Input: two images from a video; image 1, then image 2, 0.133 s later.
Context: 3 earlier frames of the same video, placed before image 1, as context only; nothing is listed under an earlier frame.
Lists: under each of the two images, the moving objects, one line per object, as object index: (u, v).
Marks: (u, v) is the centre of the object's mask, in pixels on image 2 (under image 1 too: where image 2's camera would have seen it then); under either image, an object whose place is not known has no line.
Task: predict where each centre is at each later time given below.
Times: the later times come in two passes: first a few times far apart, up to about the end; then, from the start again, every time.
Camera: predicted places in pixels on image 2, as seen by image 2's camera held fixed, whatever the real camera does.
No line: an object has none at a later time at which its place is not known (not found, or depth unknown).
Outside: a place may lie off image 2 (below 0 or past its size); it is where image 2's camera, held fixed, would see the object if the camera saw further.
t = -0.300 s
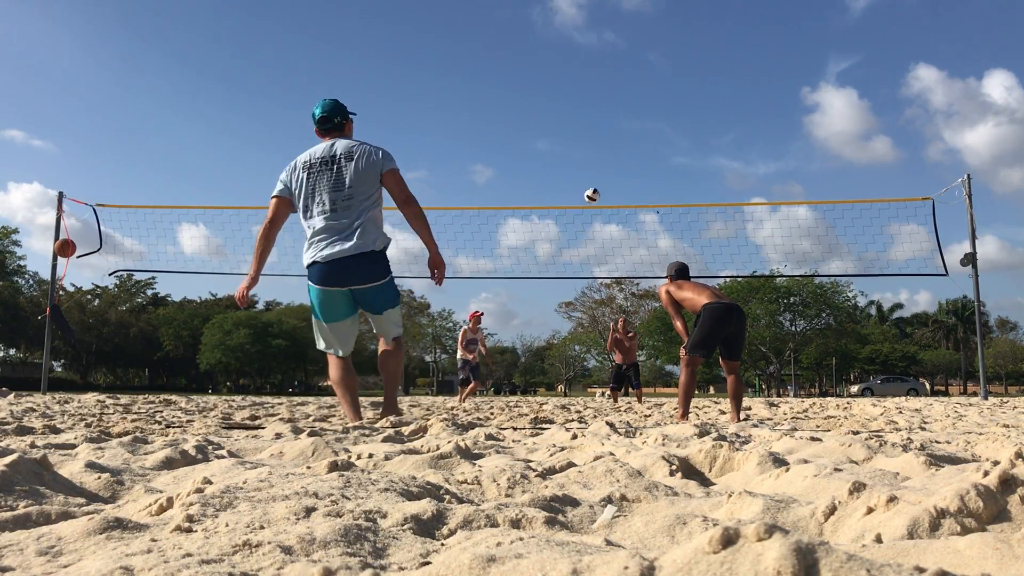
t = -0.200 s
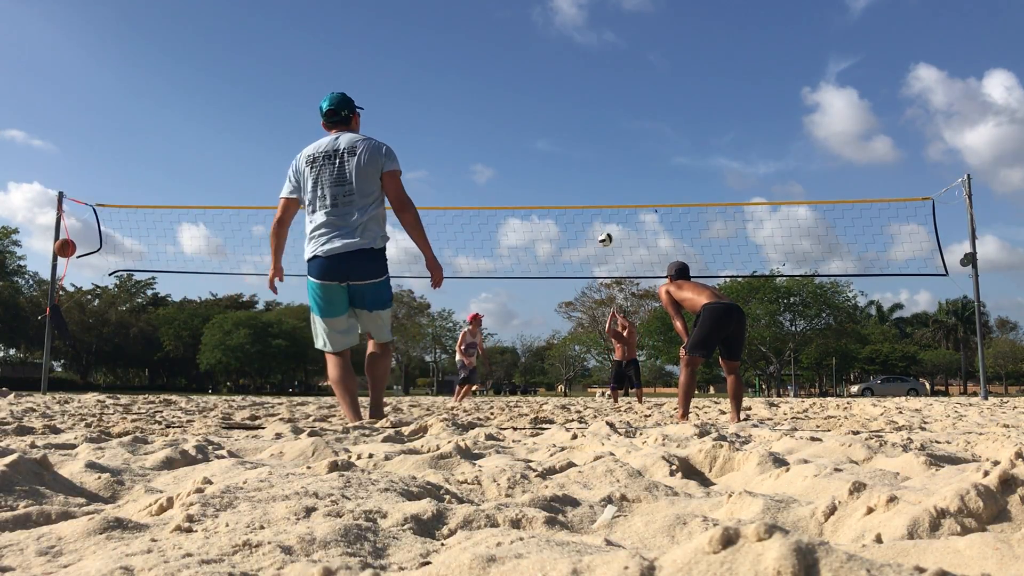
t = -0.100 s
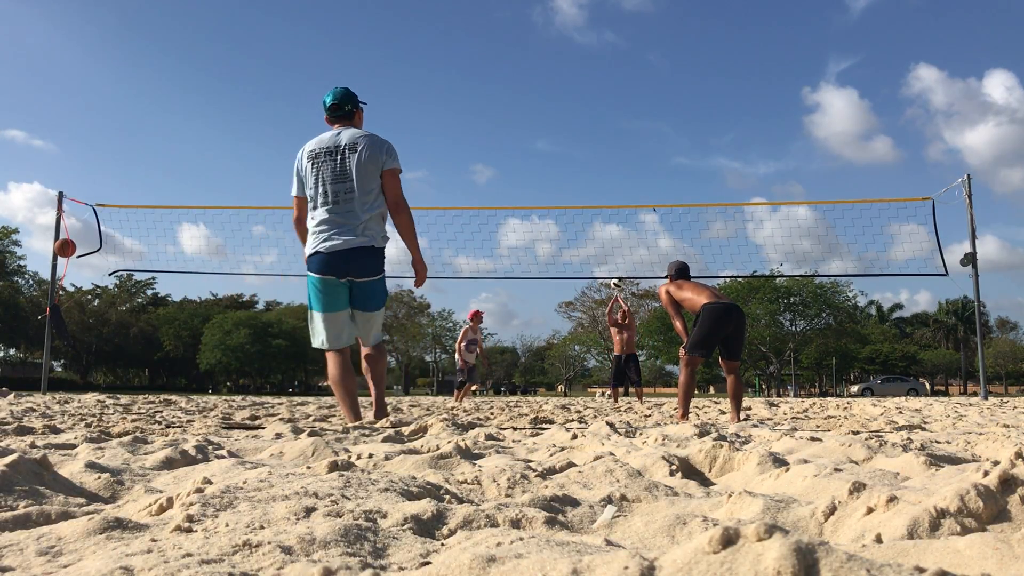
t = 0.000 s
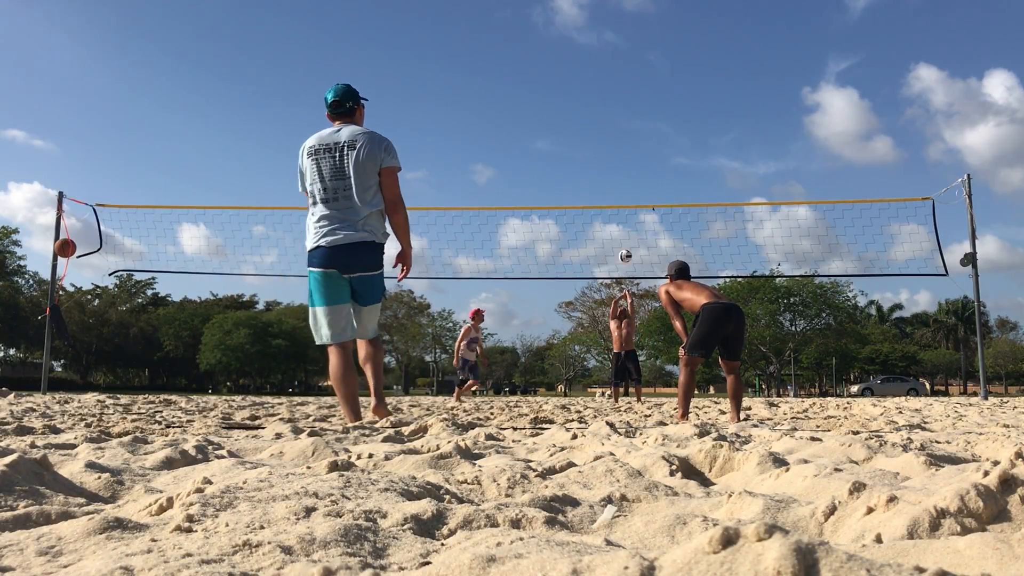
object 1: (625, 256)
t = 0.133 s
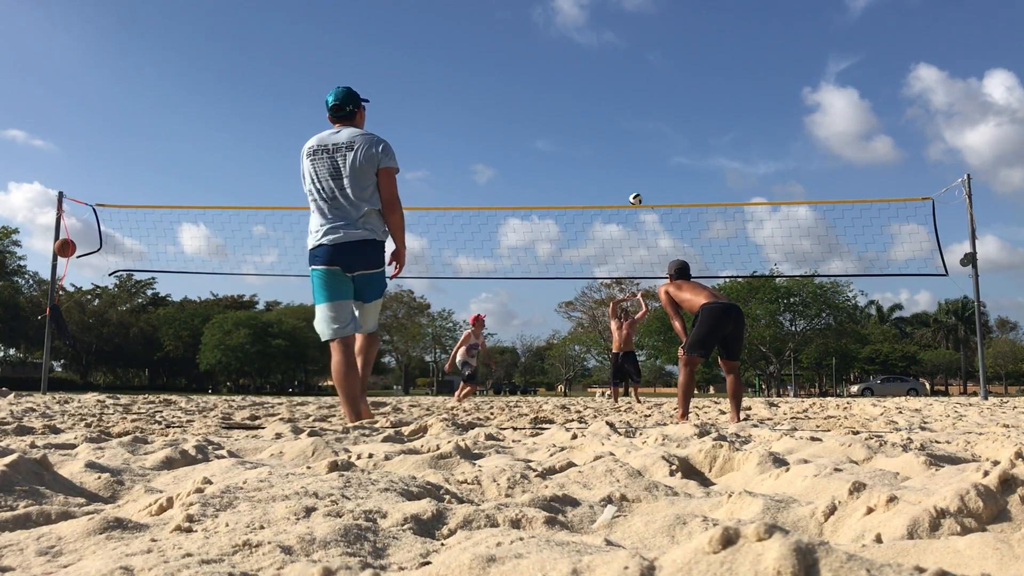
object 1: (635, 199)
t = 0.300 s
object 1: (650, 141)
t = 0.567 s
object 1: (675, 80)
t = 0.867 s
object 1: (708, 61)
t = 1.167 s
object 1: (748, 102)
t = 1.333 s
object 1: (771, 152)
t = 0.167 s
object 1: (638, 187)
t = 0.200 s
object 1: (641, 174)
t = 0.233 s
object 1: (644, 163)
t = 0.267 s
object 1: (647, 152)
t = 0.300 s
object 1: (650, 141)
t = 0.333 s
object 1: (653, 131)
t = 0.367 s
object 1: (656, 122)
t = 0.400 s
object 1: (659, 113)
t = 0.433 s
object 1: (662, 105)
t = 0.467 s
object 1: (666, 98)
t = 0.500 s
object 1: (668, 91)
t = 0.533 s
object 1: (672, 85)
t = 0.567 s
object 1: (675, 80)
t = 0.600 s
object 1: (678, 75)
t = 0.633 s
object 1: (682, 71)
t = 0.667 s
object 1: (685, 68)
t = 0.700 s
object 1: (689, 65)
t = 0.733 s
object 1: (693, 63)
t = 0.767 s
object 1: (696, 62)
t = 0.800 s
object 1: (700, 61)
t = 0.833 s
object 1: (704, 61)
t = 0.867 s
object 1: (708, 61)
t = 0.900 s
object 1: (712, 63)
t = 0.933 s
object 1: (717, 65)
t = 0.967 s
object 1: (721, 68)
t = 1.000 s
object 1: (725, 72)
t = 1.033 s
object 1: (730, 76)
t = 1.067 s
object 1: (734, 81)
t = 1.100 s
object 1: (738, 87)
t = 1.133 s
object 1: (743, 94)
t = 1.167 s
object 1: (748, 102)
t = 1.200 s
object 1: (752, 110)
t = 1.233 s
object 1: (757, 119)
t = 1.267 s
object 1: (762, 129)
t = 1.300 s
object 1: (766, 140)
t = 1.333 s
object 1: (771, 152)
